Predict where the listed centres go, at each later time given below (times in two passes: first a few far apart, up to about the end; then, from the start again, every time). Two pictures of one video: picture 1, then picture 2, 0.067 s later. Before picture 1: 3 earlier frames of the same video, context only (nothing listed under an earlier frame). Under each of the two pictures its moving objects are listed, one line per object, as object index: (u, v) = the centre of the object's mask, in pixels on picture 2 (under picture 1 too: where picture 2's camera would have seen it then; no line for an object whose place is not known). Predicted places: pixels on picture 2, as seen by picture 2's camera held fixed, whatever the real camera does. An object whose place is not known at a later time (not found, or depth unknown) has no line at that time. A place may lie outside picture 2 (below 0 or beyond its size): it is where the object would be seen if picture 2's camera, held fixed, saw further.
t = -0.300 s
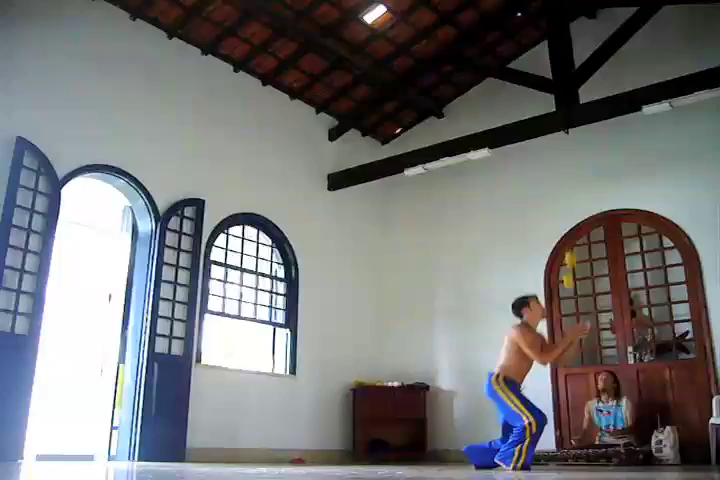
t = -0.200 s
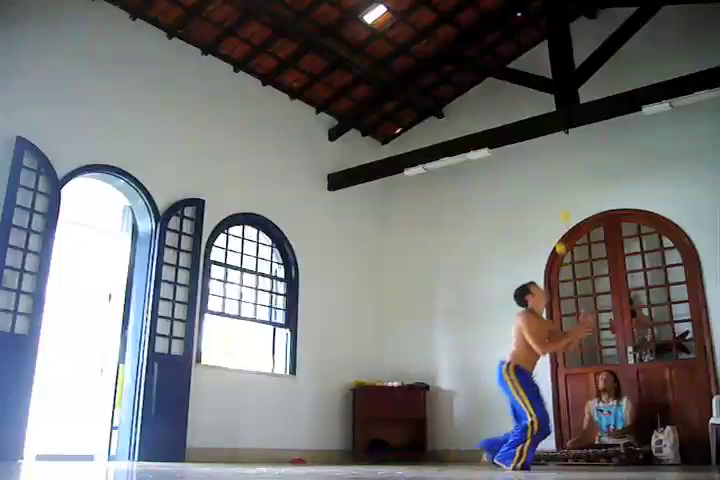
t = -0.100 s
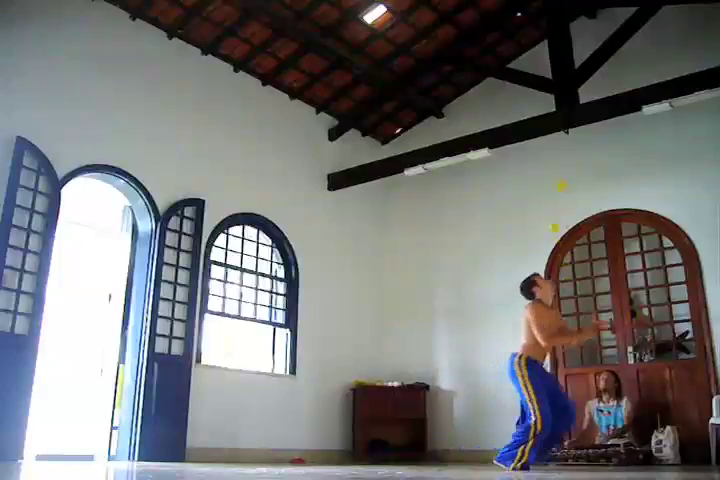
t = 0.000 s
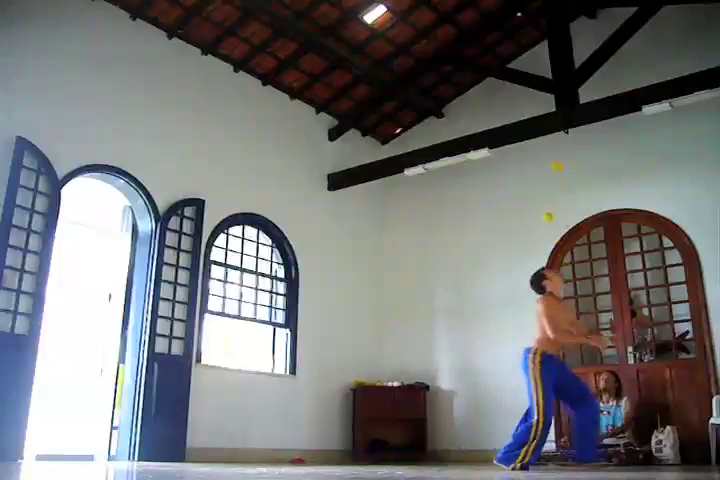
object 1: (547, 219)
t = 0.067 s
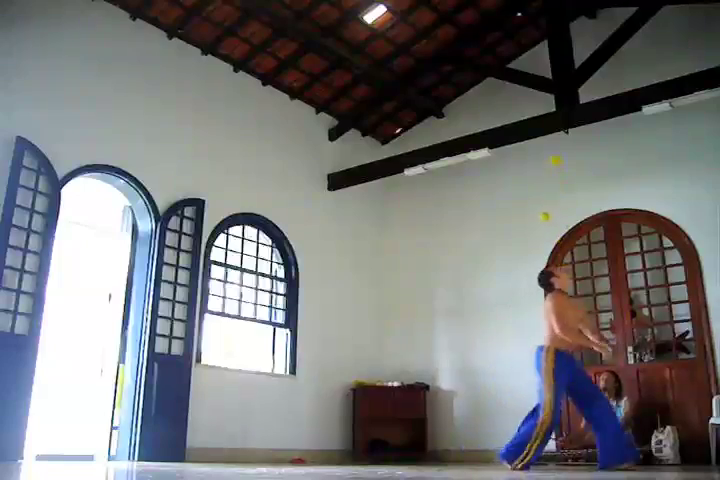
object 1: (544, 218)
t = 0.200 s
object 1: (539, 231)
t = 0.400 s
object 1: (535, 286)
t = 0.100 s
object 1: (543, 220)
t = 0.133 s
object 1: (542, 222)
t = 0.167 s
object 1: (540, 226)
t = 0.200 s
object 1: (539, 231)
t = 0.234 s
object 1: (539, 236)
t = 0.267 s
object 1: (537, 244)
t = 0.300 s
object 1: (536, 252)
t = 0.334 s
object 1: (535, 262)
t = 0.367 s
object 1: (535, 273)
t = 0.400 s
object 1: (535, 286)
